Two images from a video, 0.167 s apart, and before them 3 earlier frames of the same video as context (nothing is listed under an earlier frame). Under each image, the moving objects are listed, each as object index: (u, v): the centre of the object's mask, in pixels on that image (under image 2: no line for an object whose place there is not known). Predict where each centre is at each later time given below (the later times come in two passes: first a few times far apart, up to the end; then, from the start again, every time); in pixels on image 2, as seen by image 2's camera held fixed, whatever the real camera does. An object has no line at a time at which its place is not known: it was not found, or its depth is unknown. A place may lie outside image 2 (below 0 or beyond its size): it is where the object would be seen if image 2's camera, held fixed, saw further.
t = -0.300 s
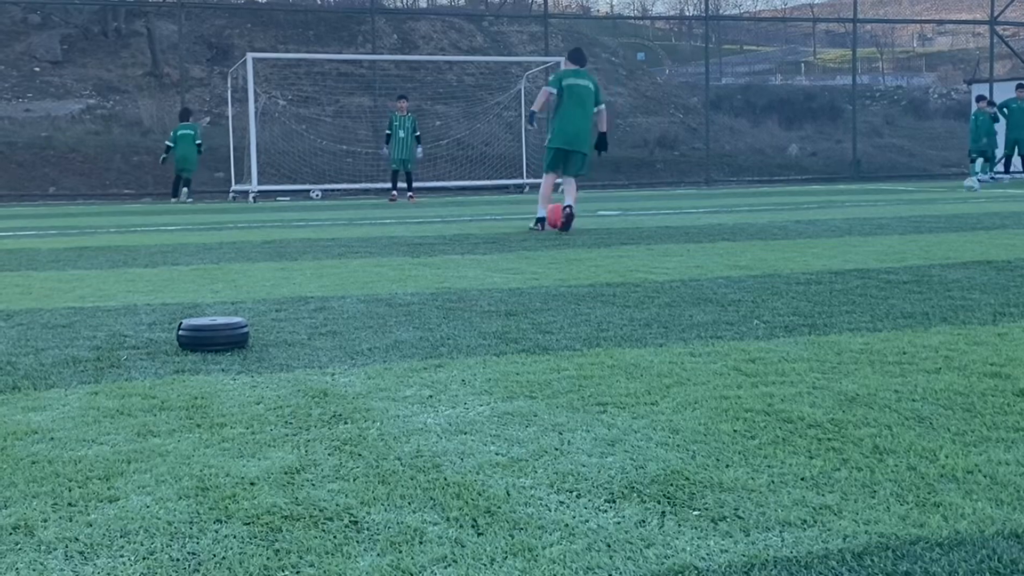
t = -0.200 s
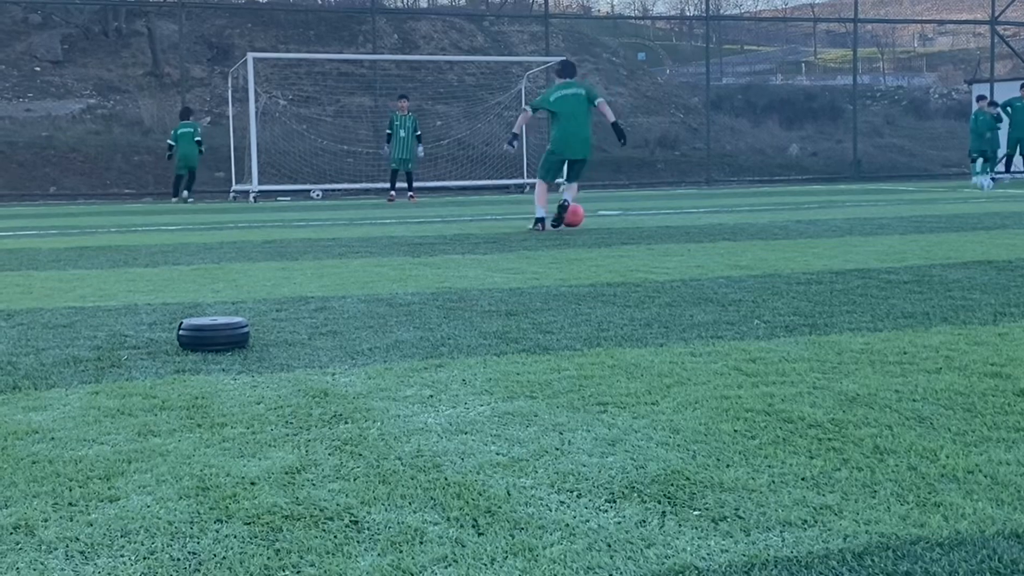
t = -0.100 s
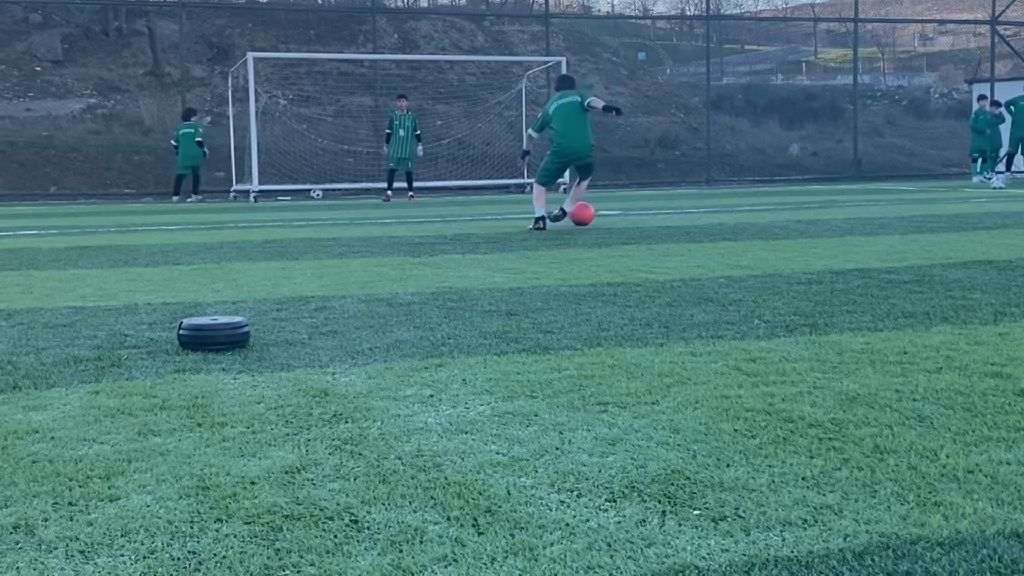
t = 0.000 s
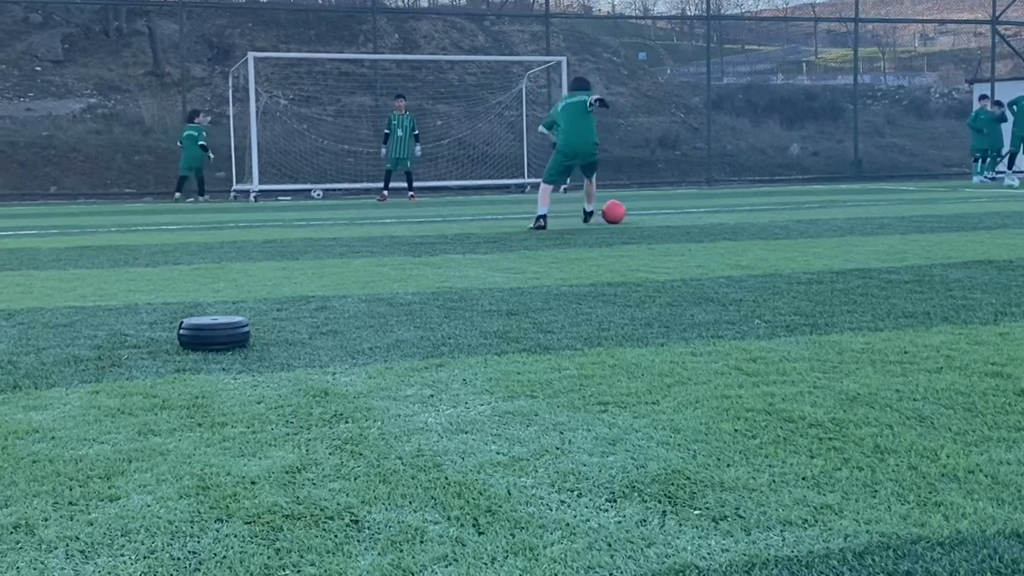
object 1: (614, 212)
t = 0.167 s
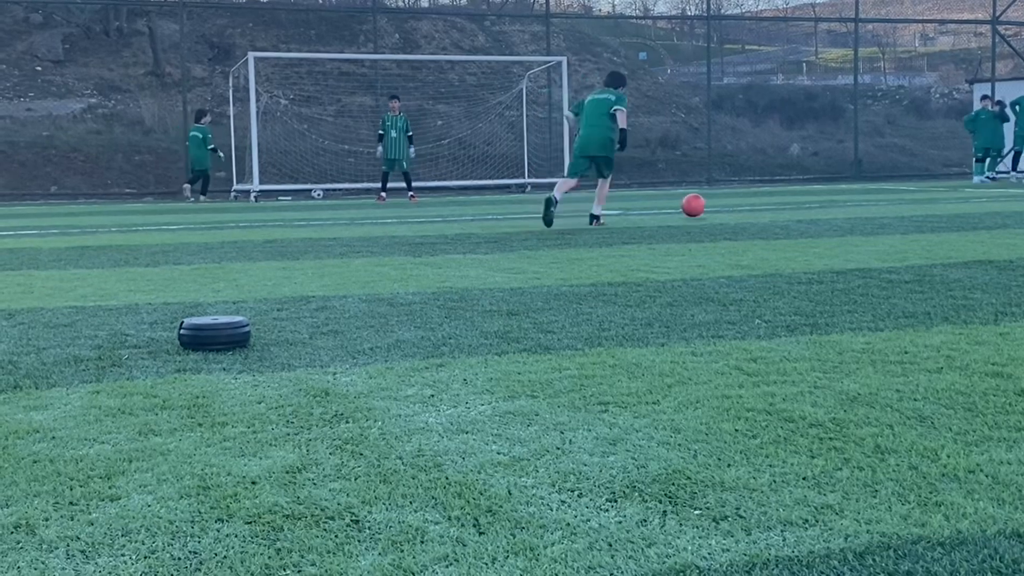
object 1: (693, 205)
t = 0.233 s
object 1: (722, 207)
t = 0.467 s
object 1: (796, 204)
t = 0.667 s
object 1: (847, 202)
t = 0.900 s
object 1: (903, 199)
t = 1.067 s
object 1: (939, 196)
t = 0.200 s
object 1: (708, 205)
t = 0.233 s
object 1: (722, 207)
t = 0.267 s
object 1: (734, 205)
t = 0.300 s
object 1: (746, 205)
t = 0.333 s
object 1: (757, 205)
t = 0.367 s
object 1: (767, 205)
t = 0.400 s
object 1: (777, 204)
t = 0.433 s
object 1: (786, 204)
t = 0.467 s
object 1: (796, 204)
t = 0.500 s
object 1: (805, 203)
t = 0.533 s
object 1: (813, 203)
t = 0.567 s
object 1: (822, 203)
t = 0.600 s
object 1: (831, 202)
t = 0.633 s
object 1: (839, 202)
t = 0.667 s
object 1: (847, 202)
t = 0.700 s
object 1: (855, 201)
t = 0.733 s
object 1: (864, 200)
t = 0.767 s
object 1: (872, 200)
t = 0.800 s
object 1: (880, 200)
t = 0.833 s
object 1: (888, 199)
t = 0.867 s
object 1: (896, 199)
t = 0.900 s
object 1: (903, 199)
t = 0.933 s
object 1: (911, 198)
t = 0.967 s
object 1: (918, 198)
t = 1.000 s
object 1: (926, 197)
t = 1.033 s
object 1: (932, 197)
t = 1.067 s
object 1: (939, 196)
